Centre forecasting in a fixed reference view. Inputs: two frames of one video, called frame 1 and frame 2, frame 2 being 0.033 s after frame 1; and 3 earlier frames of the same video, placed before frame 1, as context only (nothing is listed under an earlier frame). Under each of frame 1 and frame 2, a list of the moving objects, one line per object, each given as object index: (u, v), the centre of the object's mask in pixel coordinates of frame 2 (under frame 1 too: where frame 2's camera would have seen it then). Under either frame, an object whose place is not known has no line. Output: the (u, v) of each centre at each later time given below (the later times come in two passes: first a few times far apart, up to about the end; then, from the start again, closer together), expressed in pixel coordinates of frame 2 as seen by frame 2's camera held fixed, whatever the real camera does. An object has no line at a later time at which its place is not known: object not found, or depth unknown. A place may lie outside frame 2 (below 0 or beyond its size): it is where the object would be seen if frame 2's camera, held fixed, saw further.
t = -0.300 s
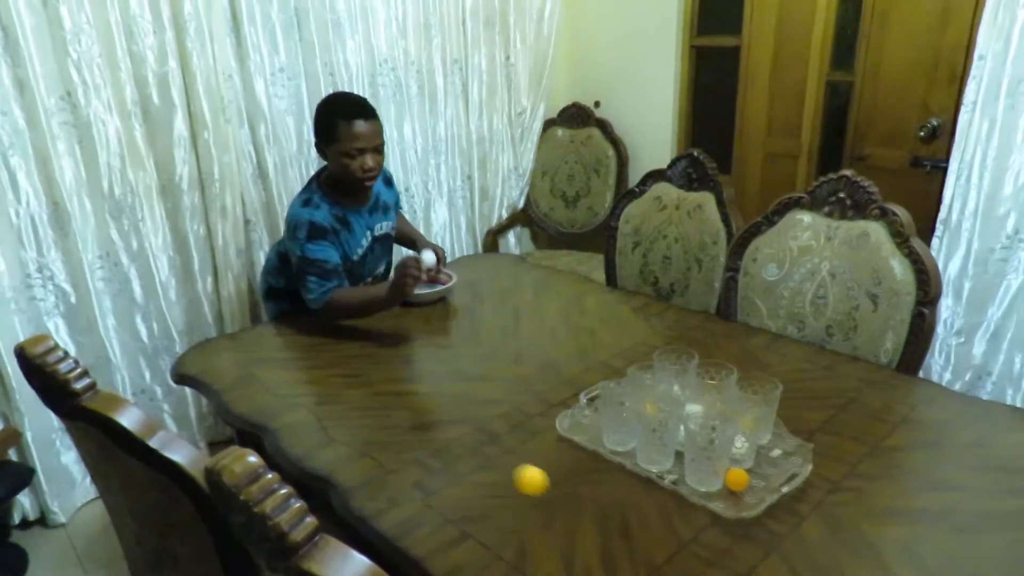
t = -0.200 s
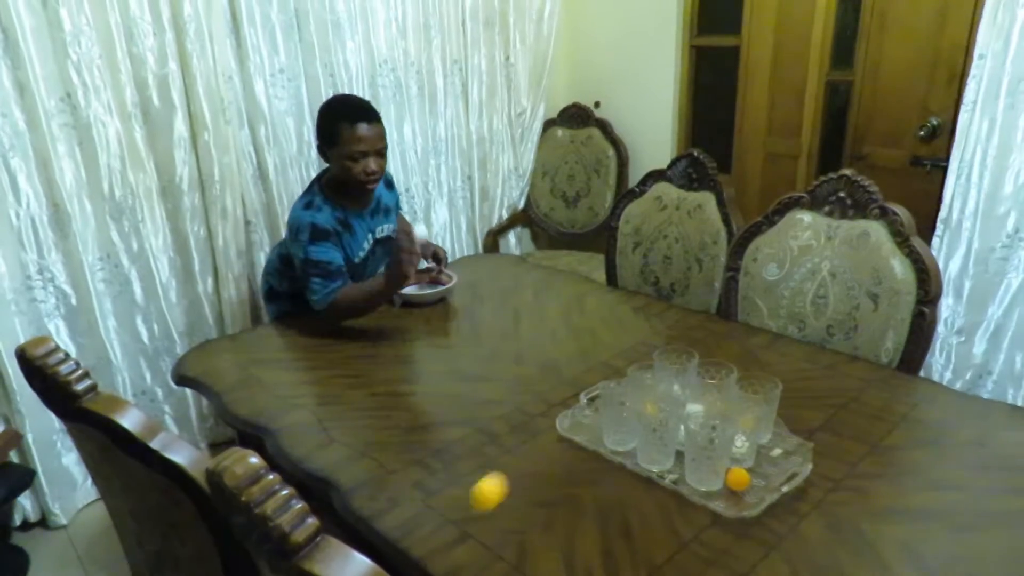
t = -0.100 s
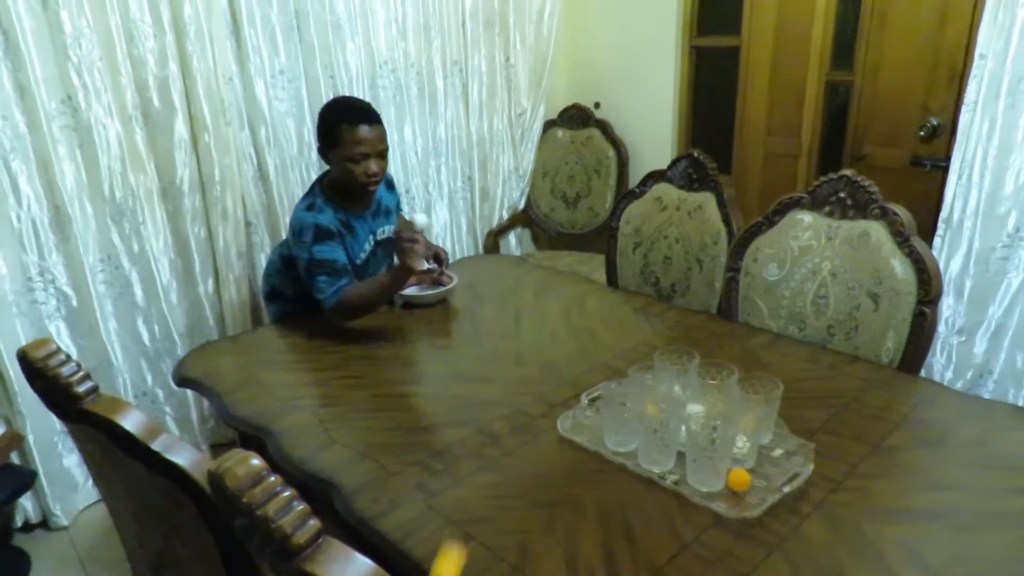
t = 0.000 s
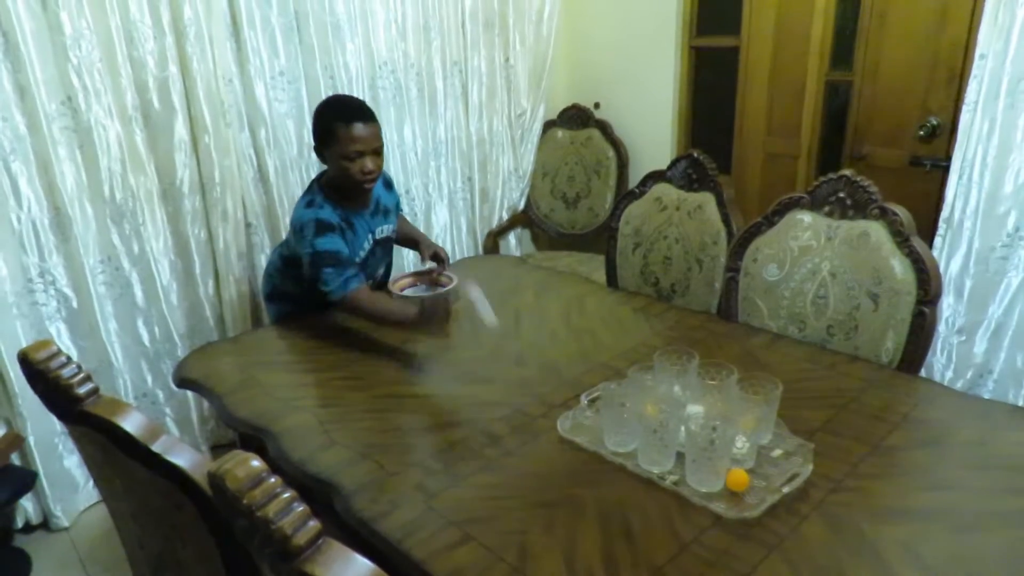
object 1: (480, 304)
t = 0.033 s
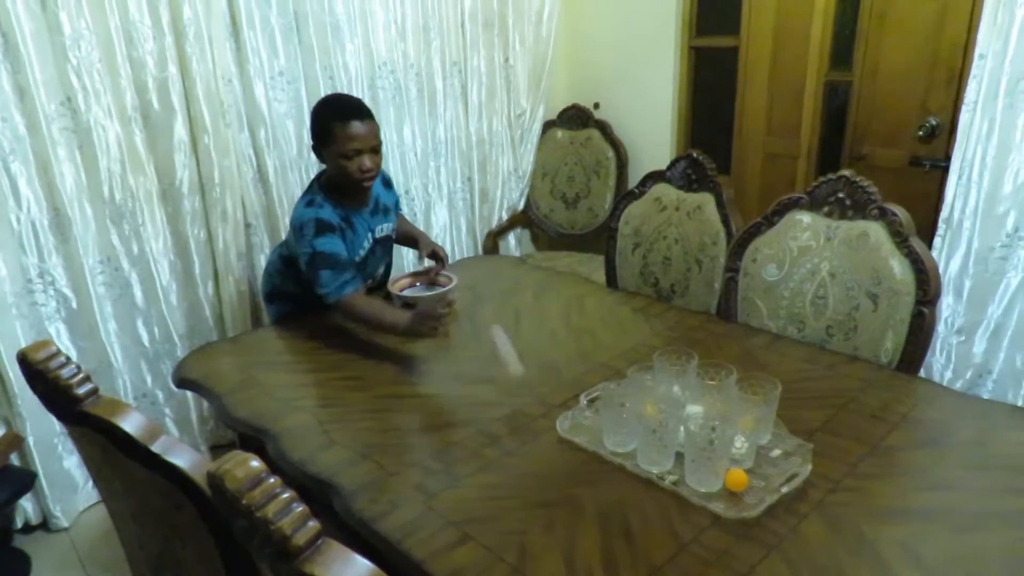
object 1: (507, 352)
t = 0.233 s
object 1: (596, 309)
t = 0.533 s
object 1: (757, 526)
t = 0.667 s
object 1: (859, 507)
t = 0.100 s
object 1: (542, 363)
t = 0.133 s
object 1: (554, 343)
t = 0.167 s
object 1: (567, 327)
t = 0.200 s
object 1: (581, 316)
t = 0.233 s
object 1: (596, 309)
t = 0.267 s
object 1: (612, 308)
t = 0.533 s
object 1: (757, 526)
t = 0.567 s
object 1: (779, 534)
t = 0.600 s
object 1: (804, 520)
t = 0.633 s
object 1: (831, 510)
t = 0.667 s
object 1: (859, 507)
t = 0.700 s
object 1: (889, 510)
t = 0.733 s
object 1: (921, 519)
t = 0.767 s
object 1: (954, 540)
